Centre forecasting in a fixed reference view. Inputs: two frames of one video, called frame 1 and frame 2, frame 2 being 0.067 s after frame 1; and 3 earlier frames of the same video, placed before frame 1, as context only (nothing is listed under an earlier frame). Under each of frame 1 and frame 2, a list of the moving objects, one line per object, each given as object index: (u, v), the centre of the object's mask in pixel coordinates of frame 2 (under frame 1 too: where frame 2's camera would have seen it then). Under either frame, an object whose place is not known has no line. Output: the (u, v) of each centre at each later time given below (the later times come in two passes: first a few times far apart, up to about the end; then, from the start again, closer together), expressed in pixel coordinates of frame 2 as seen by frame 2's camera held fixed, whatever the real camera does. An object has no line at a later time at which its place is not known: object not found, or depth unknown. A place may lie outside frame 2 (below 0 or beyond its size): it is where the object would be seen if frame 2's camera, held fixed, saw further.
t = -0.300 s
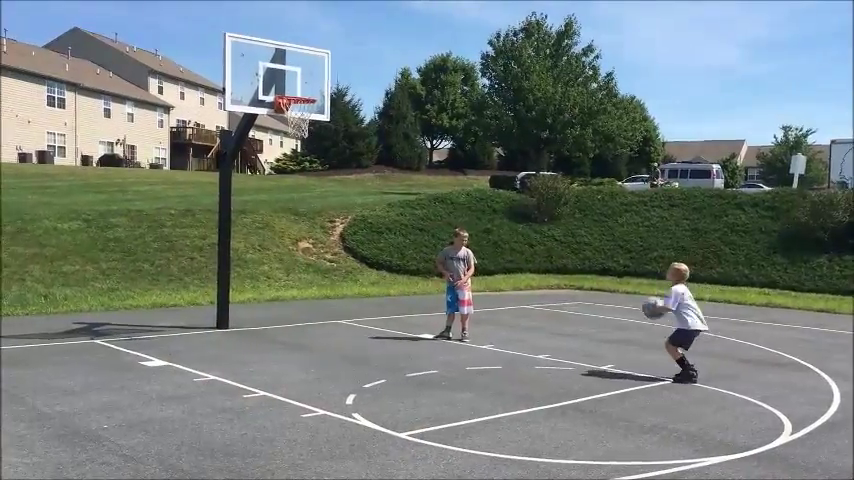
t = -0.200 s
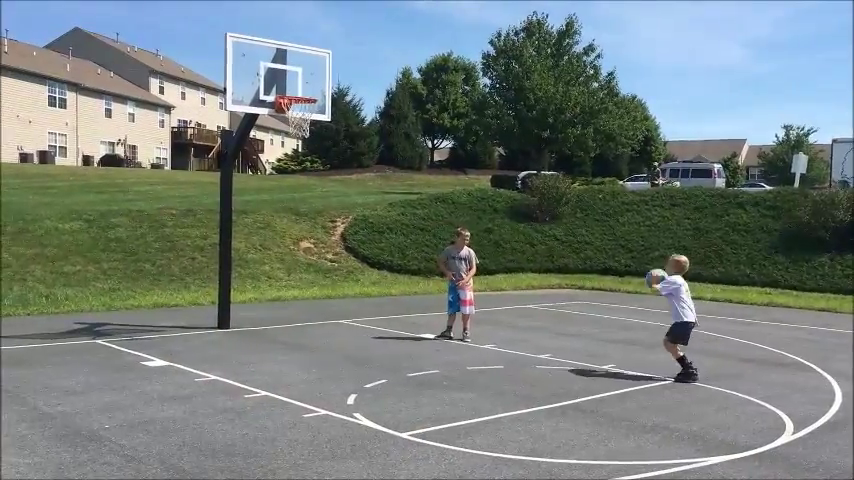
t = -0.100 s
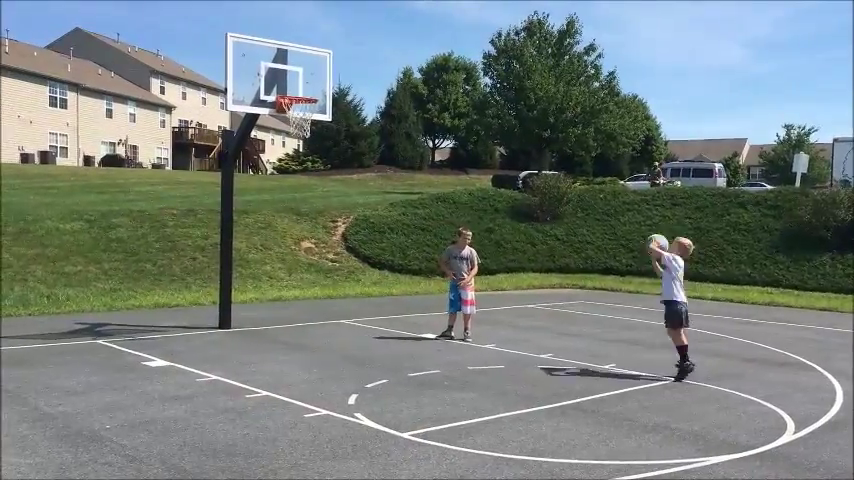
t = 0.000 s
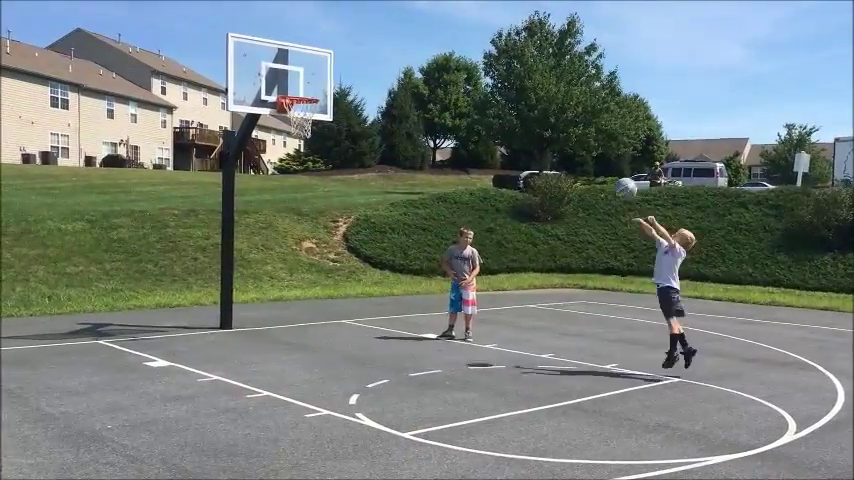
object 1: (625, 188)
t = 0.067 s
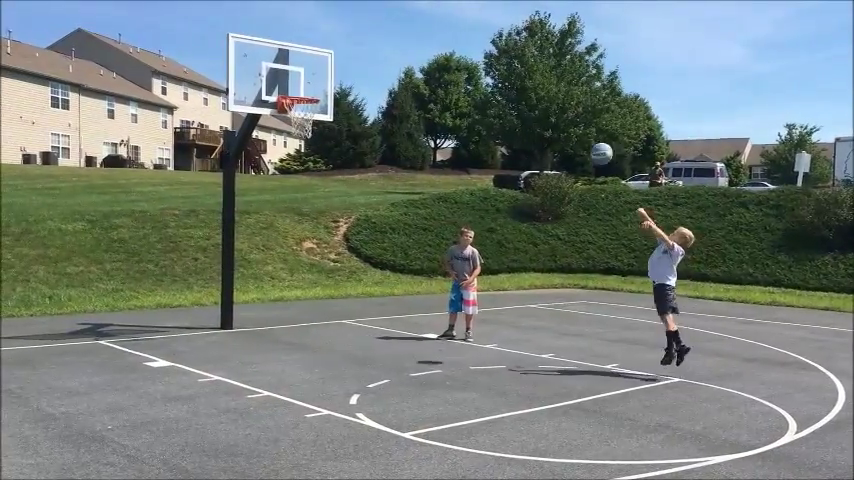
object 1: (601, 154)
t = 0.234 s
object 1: (541, 86)
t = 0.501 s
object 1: (454, 36)
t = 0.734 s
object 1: (386, 44)
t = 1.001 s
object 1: (328, 95)
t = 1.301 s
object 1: (372, 123)
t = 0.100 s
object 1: (589, 138)
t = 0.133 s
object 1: (577, 121)
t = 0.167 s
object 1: (566, 110)
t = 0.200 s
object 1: (553, 99)
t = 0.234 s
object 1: (541, 86)
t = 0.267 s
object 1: (531, 76)
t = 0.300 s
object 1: (519, 68)
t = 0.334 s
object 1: (508, 59)
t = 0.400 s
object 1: (486, 47)
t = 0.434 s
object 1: (475, 43)
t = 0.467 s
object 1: (465, 39)
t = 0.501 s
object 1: (454, 36)
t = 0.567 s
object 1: (434, 33)
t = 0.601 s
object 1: (424, 34)
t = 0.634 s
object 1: (414, 35)
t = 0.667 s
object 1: (404, 37)
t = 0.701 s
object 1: (395, 40)
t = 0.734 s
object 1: (386, 44)
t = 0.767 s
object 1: (376, 48)
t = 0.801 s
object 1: (367, 54)
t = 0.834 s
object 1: (358, 61)
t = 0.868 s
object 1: (350, 68)
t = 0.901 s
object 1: (341, 76)
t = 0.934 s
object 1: (332, 85)
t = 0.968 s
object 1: (323, 94)
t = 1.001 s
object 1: (328, 95)
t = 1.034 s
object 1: (333, 95)
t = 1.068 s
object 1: (337, 96)
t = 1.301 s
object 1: (372, 123)
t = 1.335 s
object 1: (373, 131)
